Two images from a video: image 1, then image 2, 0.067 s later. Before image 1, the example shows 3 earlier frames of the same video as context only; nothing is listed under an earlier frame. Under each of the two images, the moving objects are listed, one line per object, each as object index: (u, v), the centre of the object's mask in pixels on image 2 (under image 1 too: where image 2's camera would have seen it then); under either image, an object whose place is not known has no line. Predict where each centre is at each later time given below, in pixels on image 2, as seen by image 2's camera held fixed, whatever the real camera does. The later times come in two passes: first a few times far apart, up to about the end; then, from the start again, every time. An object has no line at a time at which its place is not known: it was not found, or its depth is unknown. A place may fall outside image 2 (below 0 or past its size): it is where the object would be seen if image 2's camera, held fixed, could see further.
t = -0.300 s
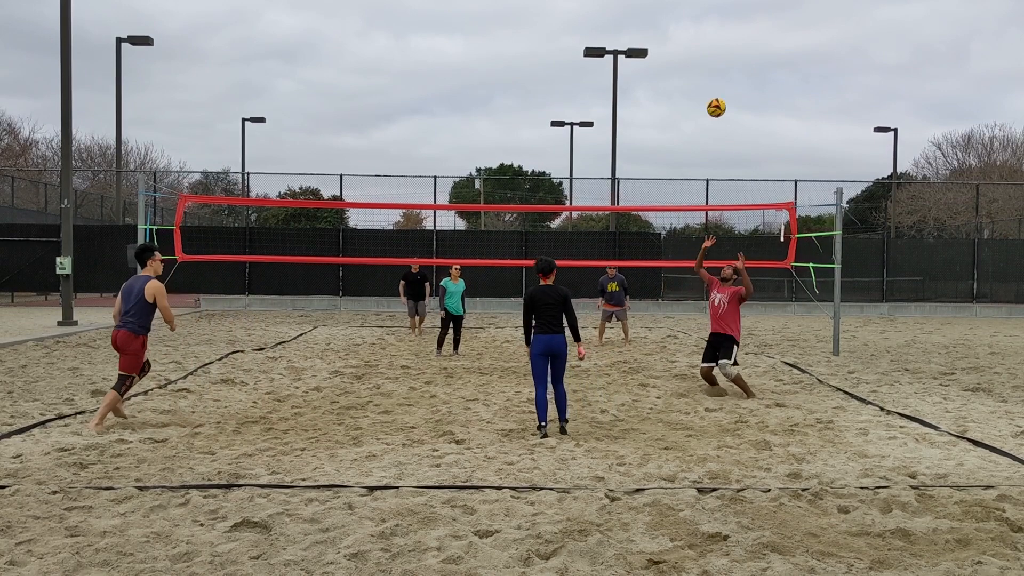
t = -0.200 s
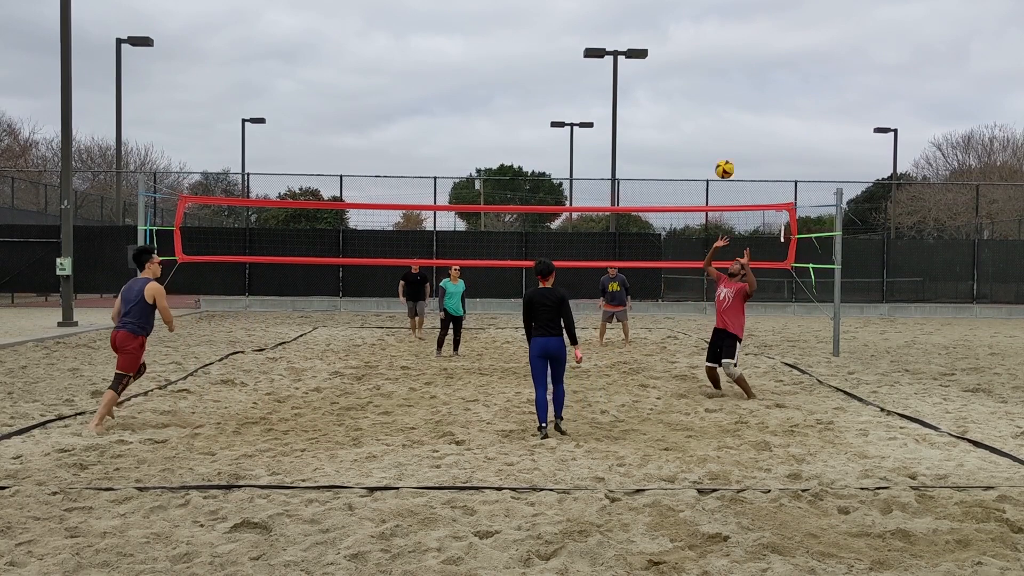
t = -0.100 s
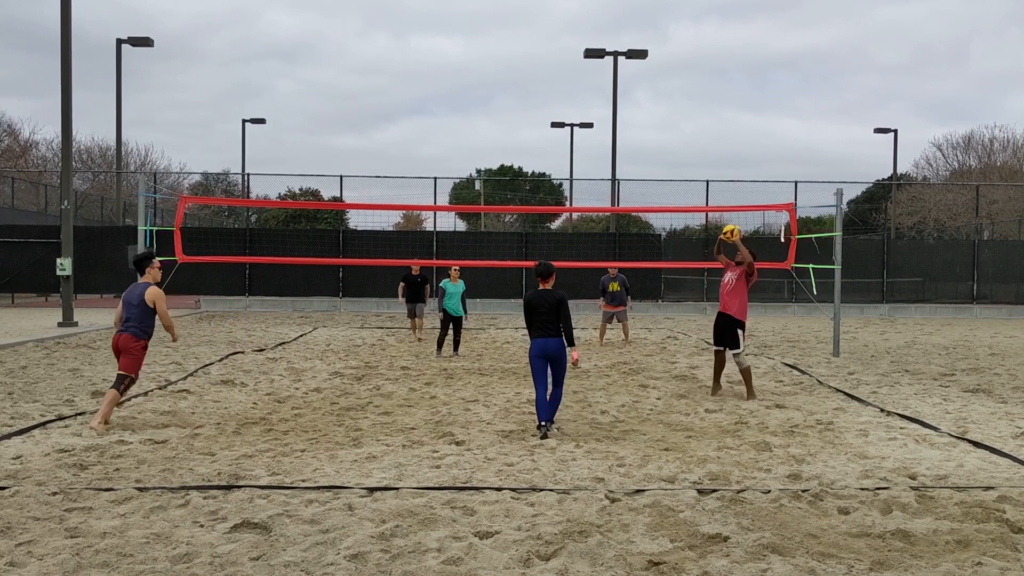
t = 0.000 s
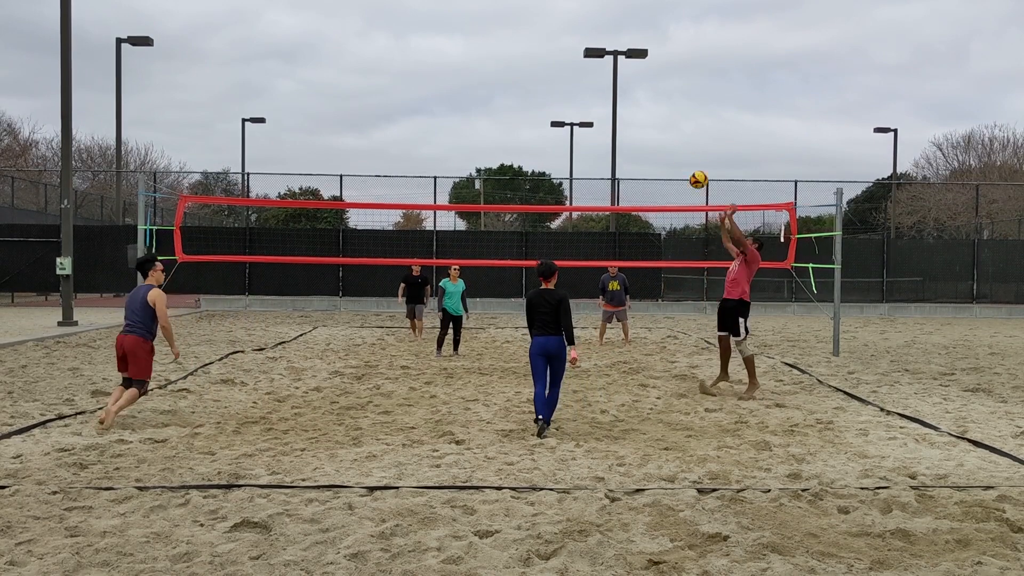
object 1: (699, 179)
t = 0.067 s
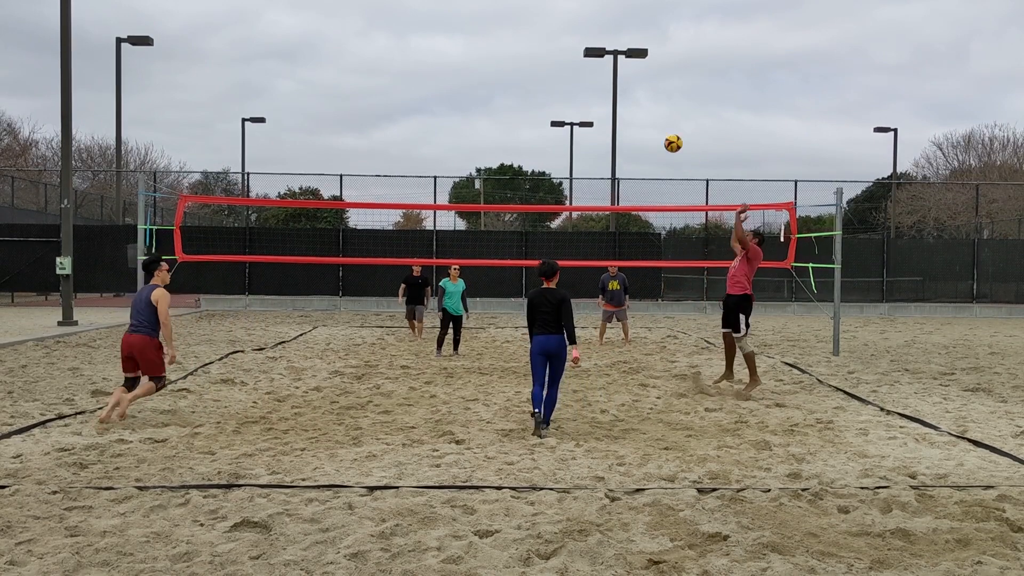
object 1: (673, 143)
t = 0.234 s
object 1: (612, 72)
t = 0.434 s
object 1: (543, 22)
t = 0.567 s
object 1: (502, 8)
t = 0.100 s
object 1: (661, 127)
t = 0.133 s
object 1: (649, 112)
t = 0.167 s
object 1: (636, 98)
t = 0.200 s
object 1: (624, 85)
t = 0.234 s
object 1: (612, 72)
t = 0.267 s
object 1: (600, 61)
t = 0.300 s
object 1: (589, 51)
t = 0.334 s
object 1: (577, 43)
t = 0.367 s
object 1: (565, 35)
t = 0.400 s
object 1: (554, 28)
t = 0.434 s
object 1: (543, 22)
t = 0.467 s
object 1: (532, 17)
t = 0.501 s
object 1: (522, 13)
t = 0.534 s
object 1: (512, 10)
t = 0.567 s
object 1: (502, 8)
